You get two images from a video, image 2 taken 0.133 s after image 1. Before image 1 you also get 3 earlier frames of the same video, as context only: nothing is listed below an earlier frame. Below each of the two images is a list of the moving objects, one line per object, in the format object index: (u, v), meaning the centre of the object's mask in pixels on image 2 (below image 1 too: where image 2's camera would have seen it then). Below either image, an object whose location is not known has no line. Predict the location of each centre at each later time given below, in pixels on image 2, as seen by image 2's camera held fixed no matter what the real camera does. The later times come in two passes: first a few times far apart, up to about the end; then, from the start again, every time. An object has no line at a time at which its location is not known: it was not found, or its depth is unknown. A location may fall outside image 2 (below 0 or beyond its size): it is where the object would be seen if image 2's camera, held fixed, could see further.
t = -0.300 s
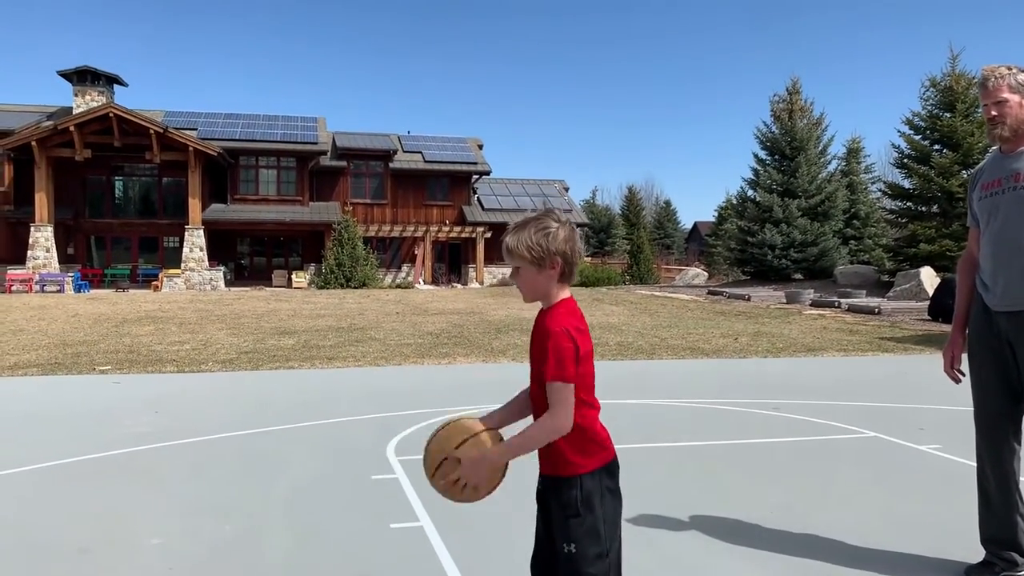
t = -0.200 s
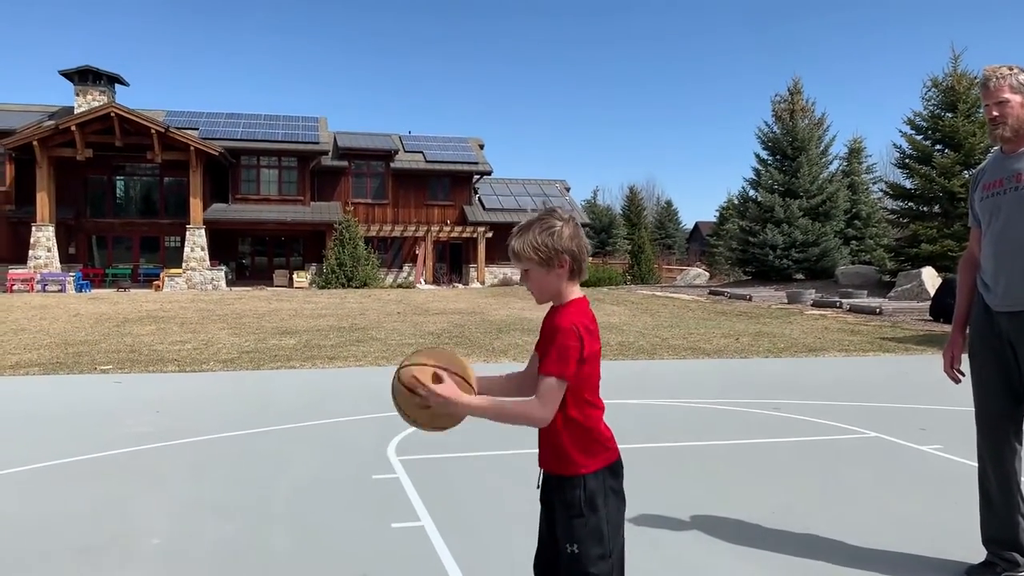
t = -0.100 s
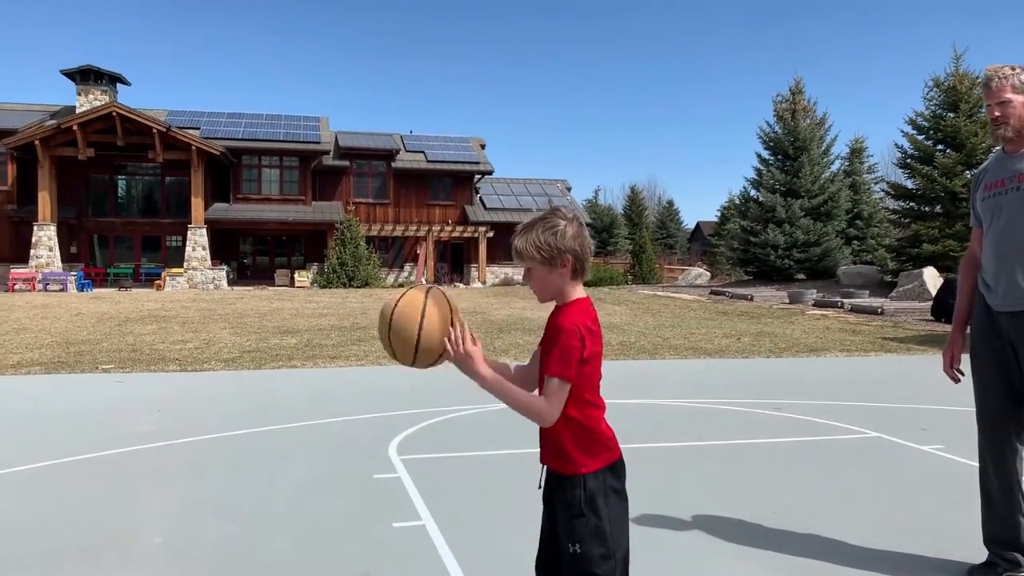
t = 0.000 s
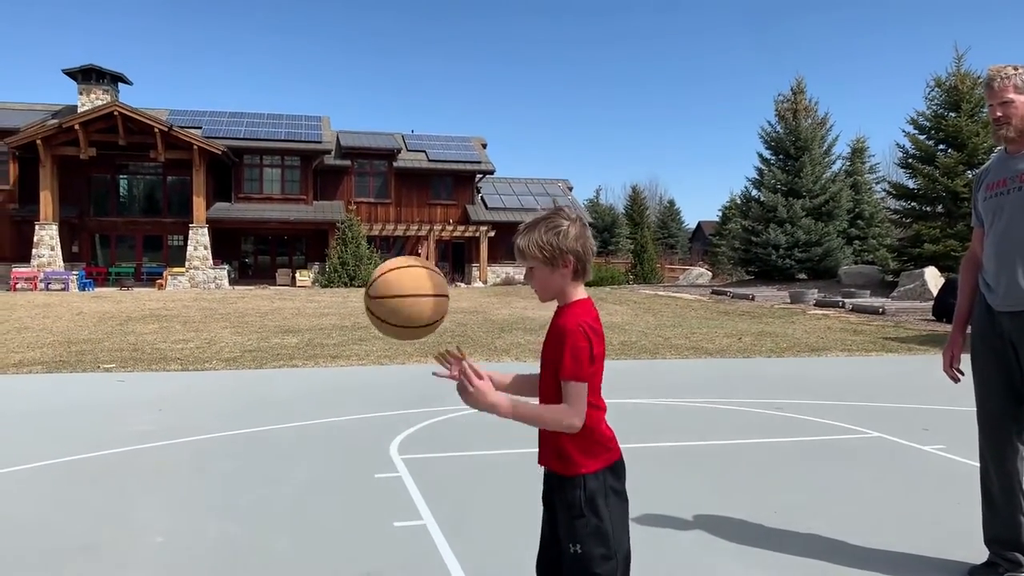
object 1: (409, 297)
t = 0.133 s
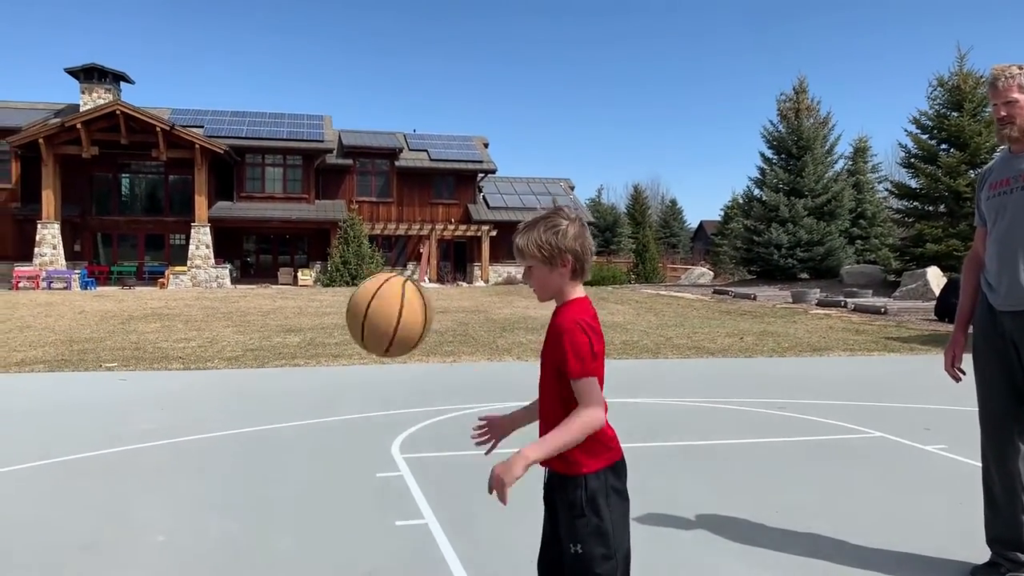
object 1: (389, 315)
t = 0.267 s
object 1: (368, 397)
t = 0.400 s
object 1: (344, 541)
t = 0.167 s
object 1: (384, 330)
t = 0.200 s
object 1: (378, 348)
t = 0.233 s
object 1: (373, 371)
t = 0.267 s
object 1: (368, 397)
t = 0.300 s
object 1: (362, 428)
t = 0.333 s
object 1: (356, 462)
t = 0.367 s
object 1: (350, 500)
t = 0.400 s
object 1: (344, 541)
